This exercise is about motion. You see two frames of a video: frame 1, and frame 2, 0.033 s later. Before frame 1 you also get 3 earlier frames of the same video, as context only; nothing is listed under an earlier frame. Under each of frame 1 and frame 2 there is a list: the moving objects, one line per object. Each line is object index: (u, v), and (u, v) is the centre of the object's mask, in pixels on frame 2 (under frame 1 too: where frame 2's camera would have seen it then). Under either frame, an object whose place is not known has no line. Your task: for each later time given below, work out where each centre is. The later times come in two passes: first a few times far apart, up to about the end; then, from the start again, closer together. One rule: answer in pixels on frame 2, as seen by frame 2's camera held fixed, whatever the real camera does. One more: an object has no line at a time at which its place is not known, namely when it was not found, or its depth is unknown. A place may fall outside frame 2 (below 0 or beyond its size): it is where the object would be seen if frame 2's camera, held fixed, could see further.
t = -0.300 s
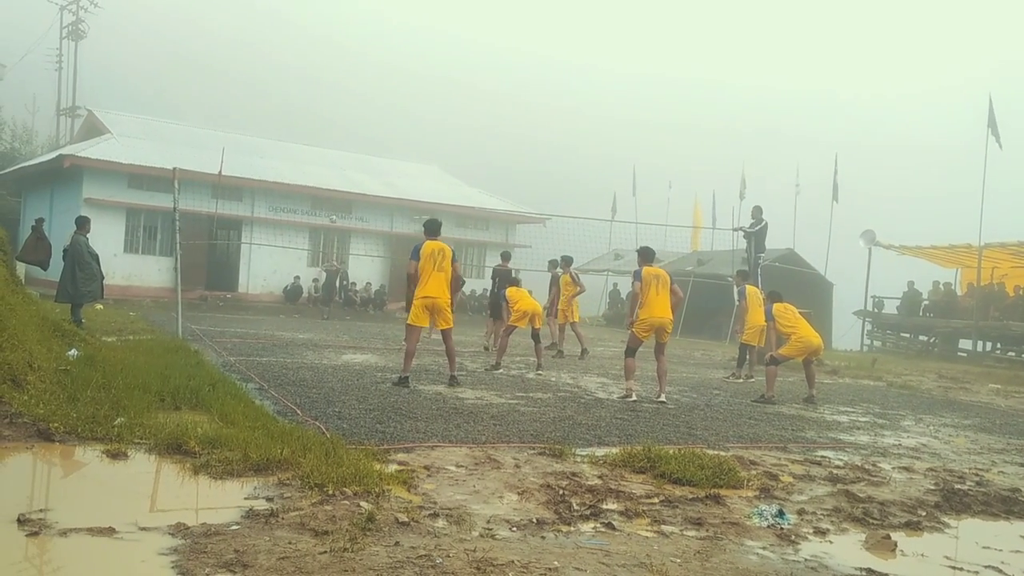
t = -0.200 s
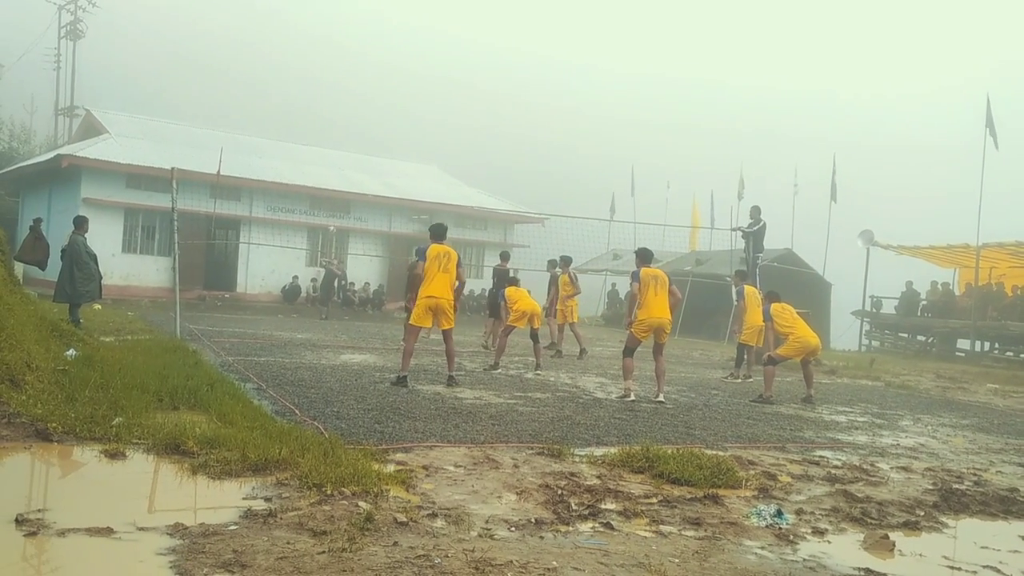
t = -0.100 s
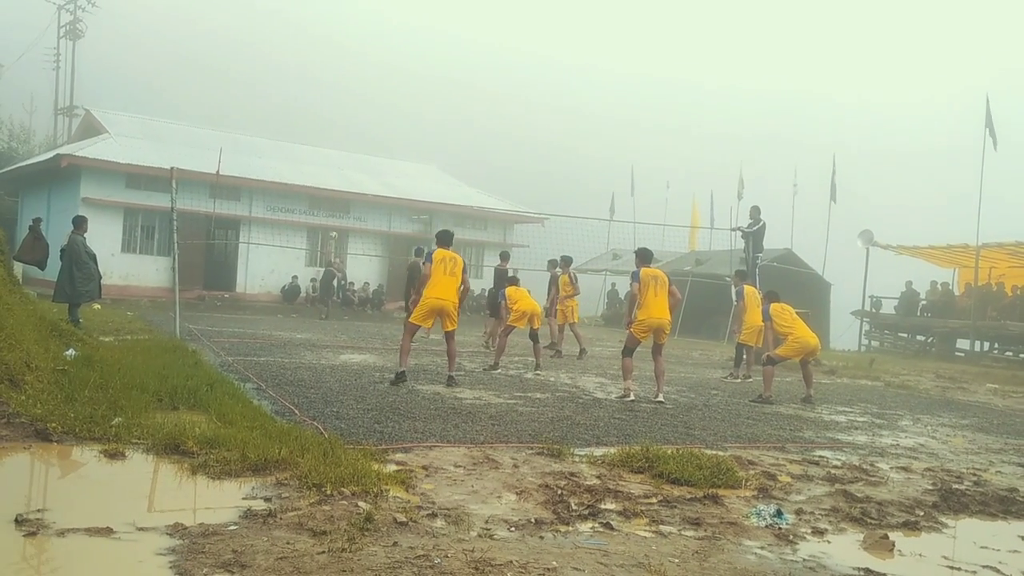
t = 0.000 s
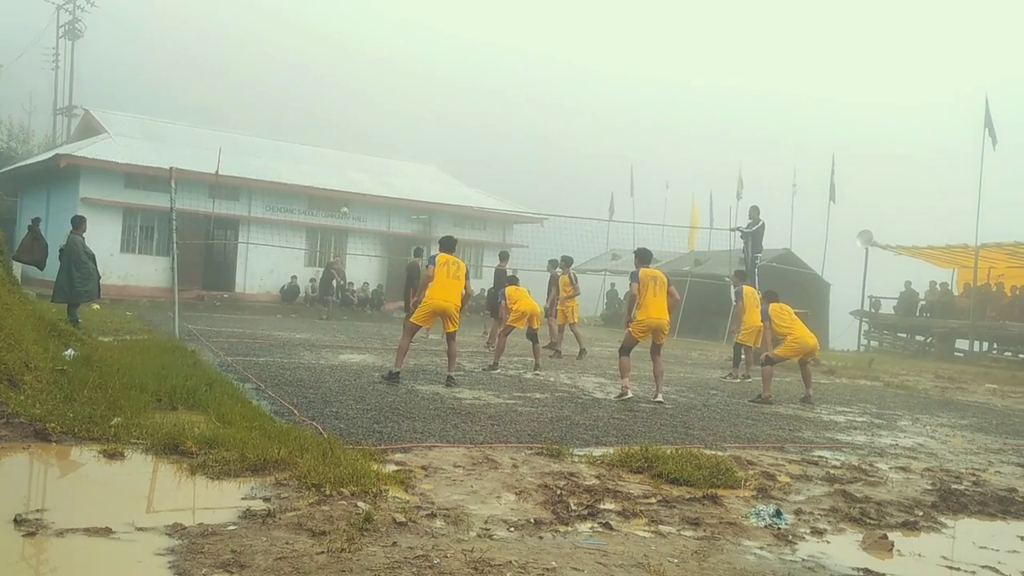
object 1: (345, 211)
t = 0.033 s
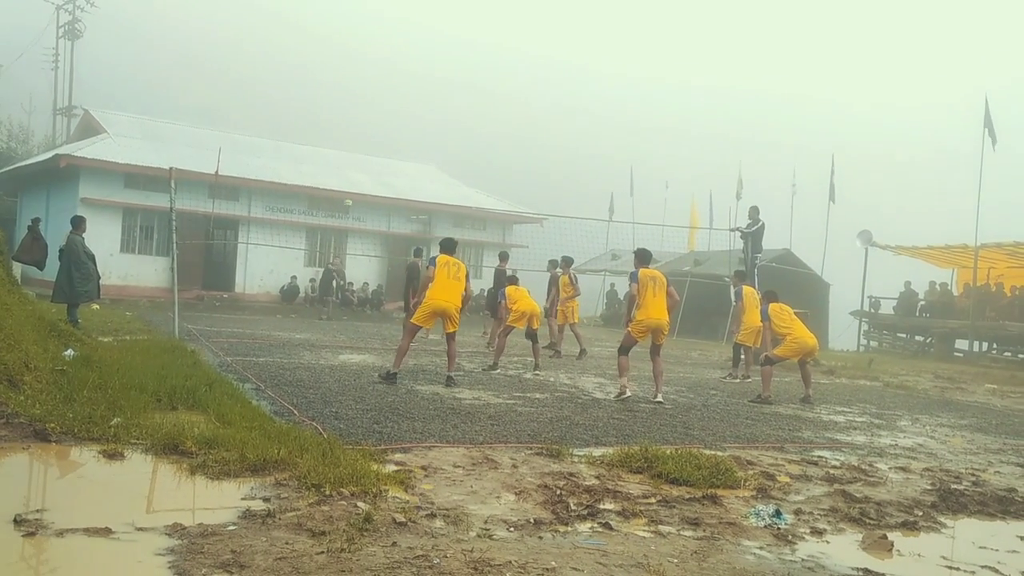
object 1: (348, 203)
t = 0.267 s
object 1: (380, 155)
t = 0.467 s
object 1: (413, 123)
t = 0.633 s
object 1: (445, 109)
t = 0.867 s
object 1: (502, 114)
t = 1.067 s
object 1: (566, 157)
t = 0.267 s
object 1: (380, 155)
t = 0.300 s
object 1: (385, 149)
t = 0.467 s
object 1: (413, 123)
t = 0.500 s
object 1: (419, 119)
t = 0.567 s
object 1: (431, 113)
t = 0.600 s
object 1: (438, 110)
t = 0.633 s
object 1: (445, 109)
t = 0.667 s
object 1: (452, 107)
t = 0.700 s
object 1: (460, 107)
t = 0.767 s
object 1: (476, 107)
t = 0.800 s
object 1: (484, 109)
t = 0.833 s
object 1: (493, 111)
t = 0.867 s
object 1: (502, 114)
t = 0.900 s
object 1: (512, 118)
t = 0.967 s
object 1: (531, 130)
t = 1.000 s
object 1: (543, 138)
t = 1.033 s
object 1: (554, 146)
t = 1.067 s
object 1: (566, 157)
